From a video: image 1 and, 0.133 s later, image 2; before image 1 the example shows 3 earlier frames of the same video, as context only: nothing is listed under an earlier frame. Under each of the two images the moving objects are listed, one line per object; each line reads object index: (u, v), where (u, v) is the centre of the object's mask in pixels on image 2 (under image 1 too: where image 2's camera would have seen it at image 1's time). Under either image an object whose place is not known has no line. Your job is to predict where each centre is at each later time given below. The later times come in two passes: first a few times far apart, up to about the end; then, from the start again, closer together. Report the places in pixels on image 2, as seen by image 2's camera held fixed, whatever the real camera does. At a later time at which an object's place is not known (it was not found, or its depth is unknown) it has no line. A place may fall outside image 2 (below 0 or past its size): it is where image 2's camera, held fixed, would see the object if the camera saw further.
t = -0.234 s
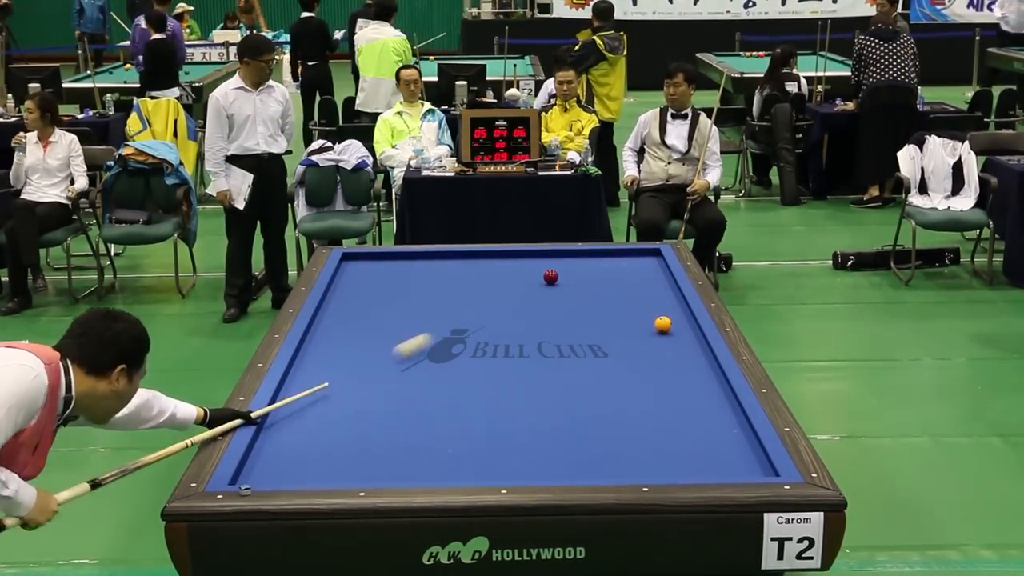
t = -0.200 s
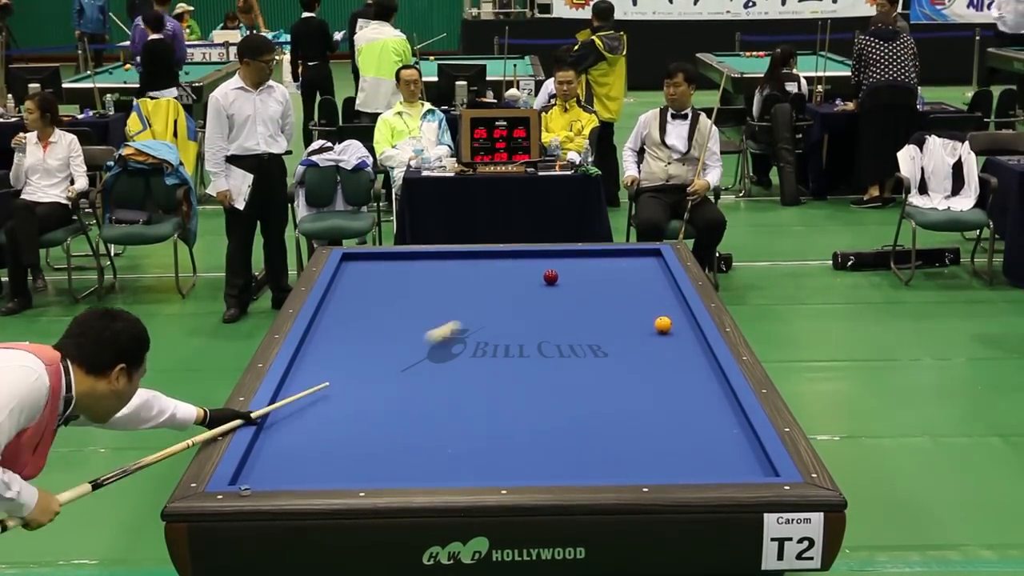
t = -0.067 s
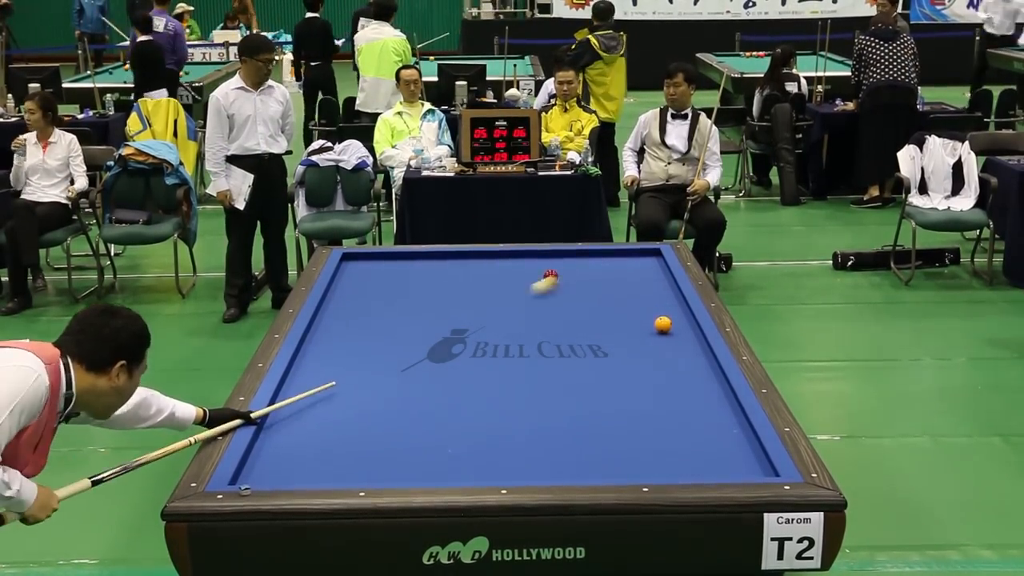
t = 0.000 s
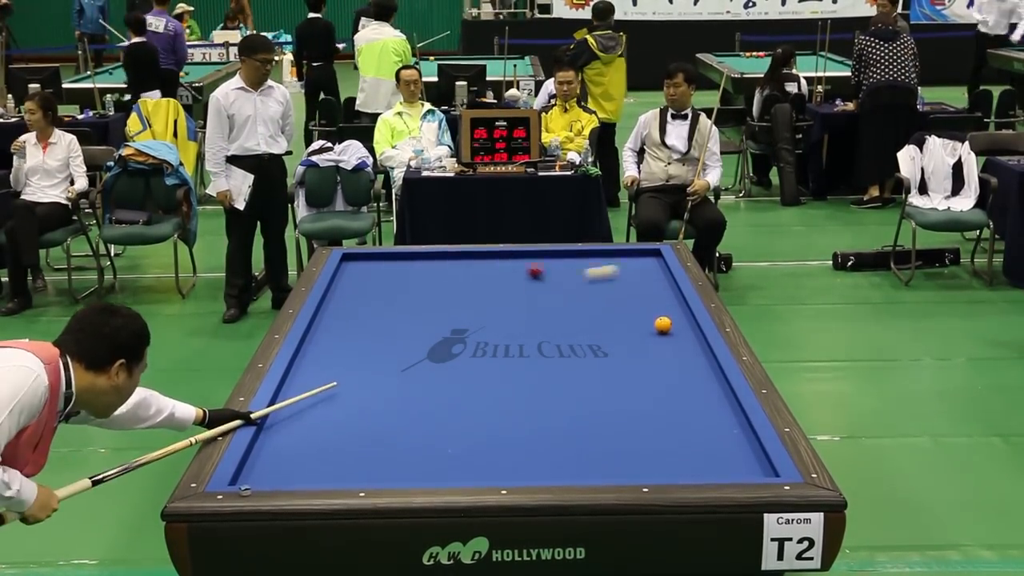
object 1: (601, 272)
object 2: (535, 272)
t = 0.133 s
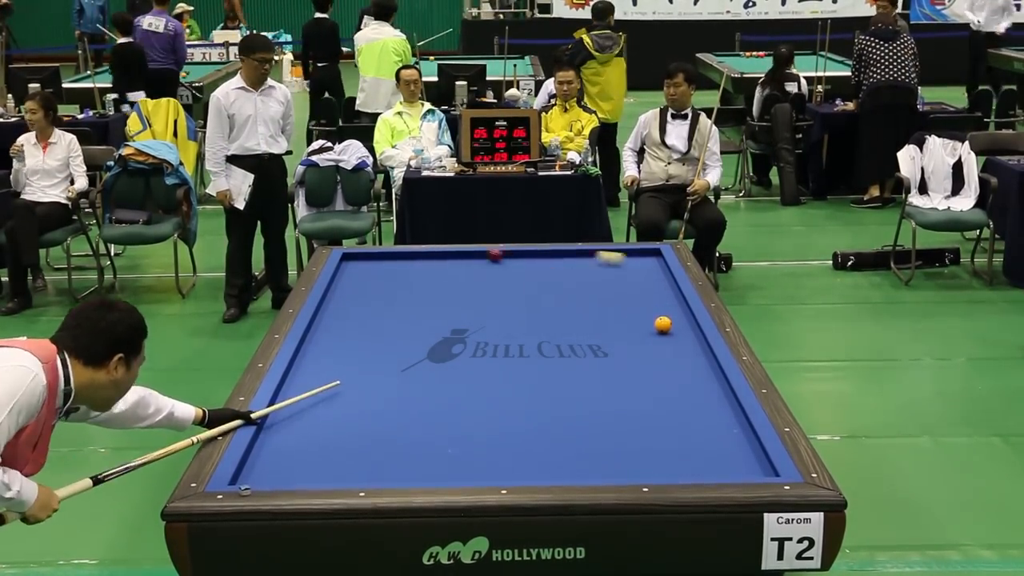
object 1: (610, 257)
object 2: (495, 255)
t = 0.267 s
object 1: (517, 256)
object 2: (472, 263)
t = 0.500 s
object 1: (374, 274)
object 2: (439, 283)
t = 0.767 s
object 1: (420, 297)
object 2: (401, 305)
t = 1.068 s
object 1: (534, 323)
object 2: (354, 332)
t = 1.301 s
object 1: (626, 344)
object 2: (313, 356)
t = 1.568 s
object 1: (691, 370)
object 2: (304, 384)
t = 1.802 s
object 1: (638, 390)
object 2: (312, 411)
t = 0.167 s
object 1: (584, 255)
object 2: (486, 255)
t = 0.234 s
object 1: (538, 253)
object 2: (478, 260)
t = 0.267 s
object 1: (517, 256)
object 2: (472, 263)
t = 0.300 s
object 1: (496, 258)
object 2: (467, 266)
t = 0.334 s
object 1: (477, 261)
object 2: (462, 269)
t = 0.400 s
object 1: (435, 267)
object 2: (453, 275)
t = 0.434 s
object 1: (415, 269)
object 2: (448, 278)
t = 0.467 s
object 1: (394, 272)
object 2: (444, 281)
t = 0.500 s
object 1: (374, 274)
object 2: (439, 283)
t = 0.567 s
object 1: (339, 279)
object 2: (430, 289)
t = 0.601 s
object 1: (350, 282)
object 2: (425, 291)
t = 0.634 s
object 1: (365, 285)
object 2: (421, 294)
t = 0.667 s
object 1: (378, 288)
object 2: (416, 297)
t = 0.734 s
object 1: (407, 291)
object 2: (406, 302)
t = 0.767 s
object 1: (420, 297)
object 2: (401, 305)
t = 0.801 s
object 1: (434, 299)
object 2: (397, 308)
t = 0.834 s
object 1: (447, 302)
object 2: (391, 311)
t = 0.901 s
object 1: (473, 308)
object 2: (381, 317)
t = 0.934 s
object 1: (486, 311)
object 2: (376, 320)
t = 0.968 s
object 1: (498, 314)
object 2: (371, 323)
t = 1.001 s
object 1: (510, 317)
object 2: (366, 326)
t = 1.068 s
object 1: (534, 323)
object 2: (354, 332)
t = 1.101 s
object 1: (547, 326)
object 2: (349, 336)
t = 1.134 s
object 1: (560, 329)
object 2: (343, 339)
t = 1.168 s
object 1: (573, 331)
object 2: (337, 342)
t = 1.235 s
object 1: (599, 337)
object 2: (325, 349)
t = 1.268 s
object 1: (612, 341)
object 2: (319, 353)
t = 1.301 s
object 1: (626, 344)
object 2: (313, 356)
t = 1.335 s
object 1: (640, 347)
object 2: (307, 360)
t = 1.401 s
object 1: (668, 354)
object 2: (296, 367)
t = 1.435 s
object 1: (683, 357)
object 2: (298, 370)
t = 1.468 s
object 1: (698, 361)
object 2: (300, 374)
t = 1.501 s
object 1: (709, 364)
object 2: (302, 377)
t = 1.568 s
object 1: (691, 370)
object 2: (304, 384)
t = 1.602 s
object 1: (682, 373)
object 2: (305, 388)
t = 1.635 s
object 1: (673, 376)
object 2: (306, 392)
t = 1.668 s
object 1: (665, 379)
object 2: (307, 395)
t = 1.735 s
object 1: (650, 384)
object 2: (310, 403)
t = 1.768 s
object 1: (644, 387)
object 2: (311, 407)
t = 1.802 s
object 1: (638, 390)
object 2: (312, 411)
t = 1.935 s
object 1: (615, 403)
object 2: (317, 427)
